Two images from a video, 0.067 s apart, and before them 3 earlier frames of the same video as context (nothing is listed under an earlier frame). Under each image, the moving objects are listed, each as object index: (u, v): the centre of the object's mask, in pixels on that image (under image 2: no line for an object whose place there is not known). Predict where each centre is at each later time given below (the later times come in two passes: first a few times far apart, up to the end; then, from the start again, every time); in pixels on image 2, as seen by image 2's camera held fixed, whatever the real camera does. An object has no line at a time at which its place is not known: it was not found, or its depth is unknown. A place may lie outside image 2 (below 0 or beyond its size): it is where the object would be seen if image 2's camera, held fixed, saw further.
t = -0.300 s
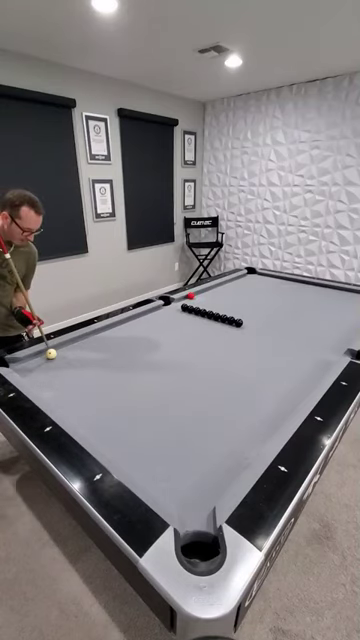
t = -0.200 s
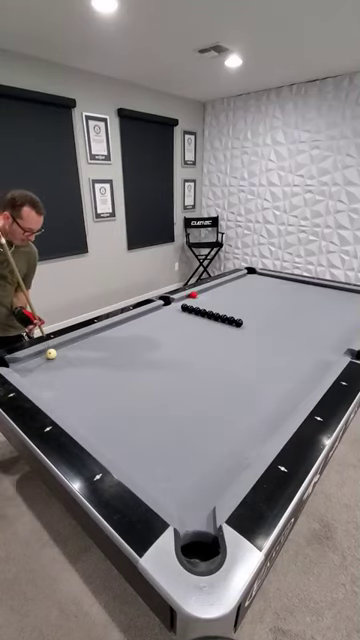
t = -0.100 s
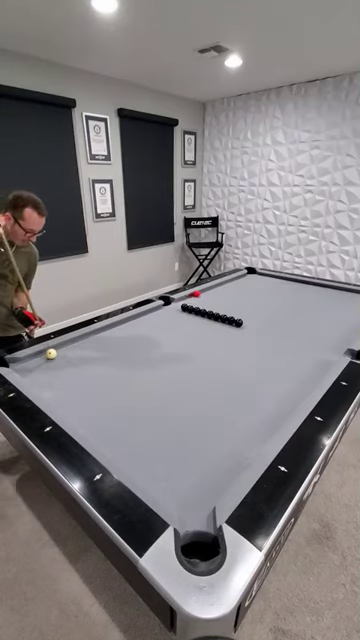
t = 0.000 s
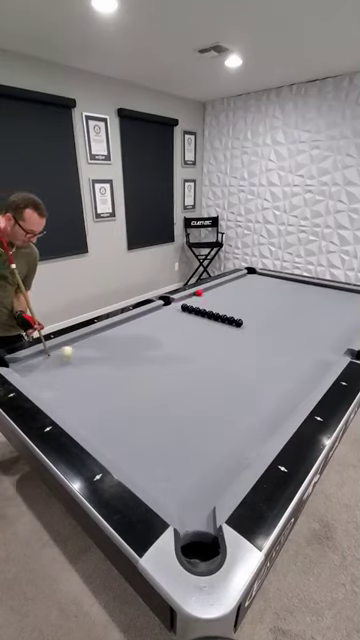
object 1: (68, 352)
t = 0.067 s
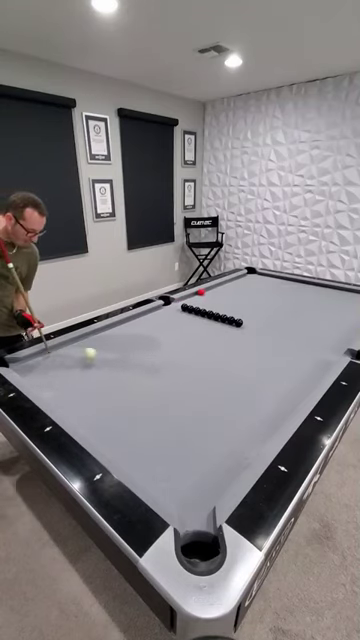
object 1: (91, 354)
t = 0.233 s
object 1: (147, 362)
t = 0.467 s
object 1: (223, 366)
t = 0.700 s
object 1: (283, 364)
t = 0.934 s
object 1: (321, 357)
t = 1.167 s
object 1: (337, 346)
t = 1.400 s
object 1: (332, 333)
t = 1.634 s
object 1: (311, 318)
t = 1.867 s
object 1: (287, 304)
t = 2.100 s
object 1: (267, 293)
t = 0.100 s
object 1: (102, 356)
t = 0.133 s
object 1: (113, 359)
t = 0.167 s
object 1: (125, 359)
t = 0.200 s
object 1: (135, 360)
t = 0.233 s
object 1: (147, 362)
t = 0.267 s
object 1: (158, 363)
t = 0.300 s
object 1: (169, 363)
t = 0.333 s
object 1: (181, 364)
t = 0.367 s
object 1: (192, 365)
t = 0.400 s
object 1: (203, 365)
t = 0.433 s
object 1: (213, 366)
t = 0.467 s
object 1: (223, 366)
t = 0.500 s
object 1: (233, 366)
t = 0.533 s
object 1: (242, 366)
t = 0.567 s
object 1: (251, 365)
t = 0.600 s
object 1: (260, 365)
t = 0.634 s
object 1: (268, 365)
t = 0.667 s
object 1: (276, 364)
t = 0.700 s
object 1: (283, 364)
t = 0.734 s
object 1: (290, 363)
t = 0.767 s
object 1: (296, 362)
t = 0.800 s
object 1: (302, 362)
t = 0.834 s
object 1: (308, 360)
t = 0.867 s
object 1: (313, 359)
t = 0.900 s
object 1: (317, 358)
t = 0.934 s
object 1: (321, 357)
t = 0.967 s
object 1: (325, 356)
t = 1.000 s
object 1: (328, 354)
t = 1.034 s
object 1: (331, 353)
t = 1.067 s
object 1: (333, 351)
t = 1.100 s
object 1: (335, 349)
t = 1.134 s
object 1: (336, 348)
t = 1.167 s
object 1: (337, 346)
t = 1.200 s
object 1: (338, 344)
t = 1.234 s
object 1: (338, 342)
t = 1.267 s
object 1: (337, 341)
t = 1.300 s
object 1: (337, 339)
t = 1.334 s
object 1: (336, 337)
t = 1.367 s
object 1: (334, 334)
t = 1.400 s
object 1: (332, 333)
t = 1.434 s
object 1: (330, 330)
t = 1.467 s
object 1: (328, 328)
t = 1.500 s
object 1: (325, 326)
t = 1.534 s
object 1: (322, 324)
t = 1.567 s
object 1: (319, 322)
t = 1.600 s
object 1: (315, 320)
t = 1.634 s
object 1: (311, 318)
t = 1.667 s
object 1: (307, 316)
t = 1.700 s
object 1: (304, 314)
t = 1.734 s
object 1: (300, 311)
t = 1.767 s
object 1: (297, 309)
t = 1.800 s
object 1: (293, 307)
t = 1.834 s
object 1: (290, 306)
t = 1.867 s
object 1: (287, 304)
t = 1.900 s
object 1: (284, 302)
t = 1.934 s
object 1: (281, 301)
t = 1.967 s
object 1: (278, 299)
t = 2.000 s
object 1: (275, 298)
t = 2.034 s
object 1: (272, 296)
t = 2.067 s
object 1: (270, 295)
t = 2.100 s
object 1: (267, 293)
